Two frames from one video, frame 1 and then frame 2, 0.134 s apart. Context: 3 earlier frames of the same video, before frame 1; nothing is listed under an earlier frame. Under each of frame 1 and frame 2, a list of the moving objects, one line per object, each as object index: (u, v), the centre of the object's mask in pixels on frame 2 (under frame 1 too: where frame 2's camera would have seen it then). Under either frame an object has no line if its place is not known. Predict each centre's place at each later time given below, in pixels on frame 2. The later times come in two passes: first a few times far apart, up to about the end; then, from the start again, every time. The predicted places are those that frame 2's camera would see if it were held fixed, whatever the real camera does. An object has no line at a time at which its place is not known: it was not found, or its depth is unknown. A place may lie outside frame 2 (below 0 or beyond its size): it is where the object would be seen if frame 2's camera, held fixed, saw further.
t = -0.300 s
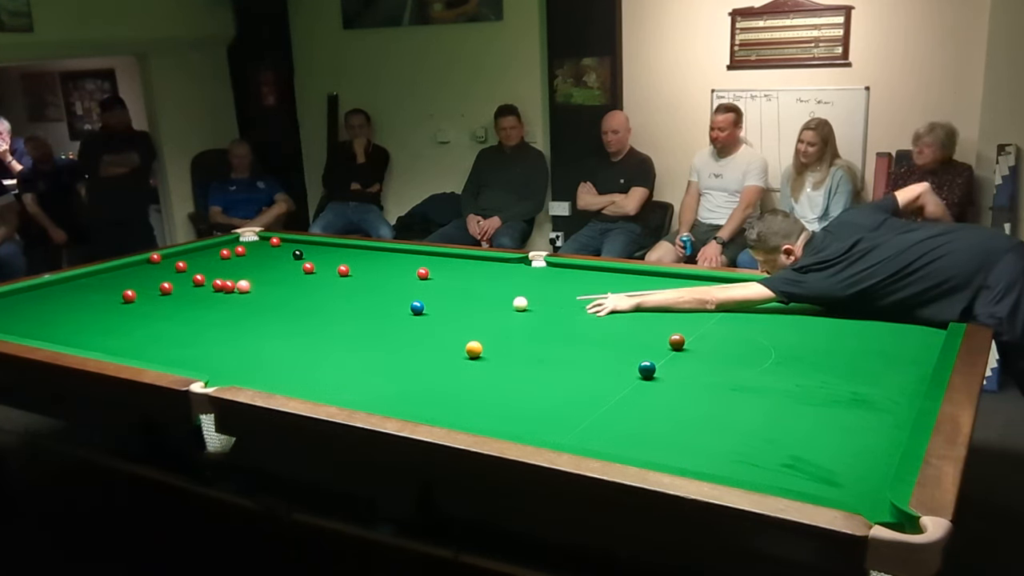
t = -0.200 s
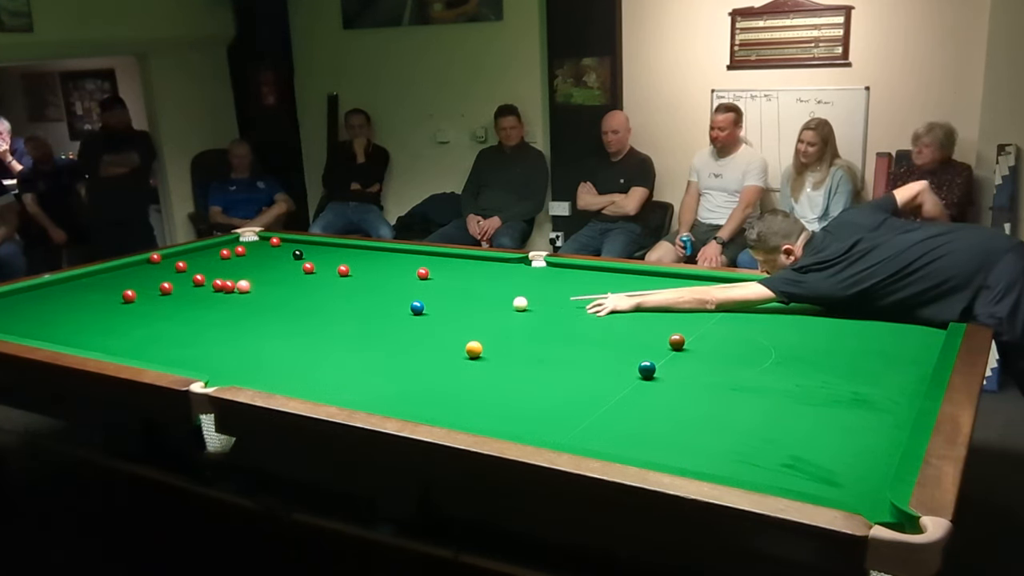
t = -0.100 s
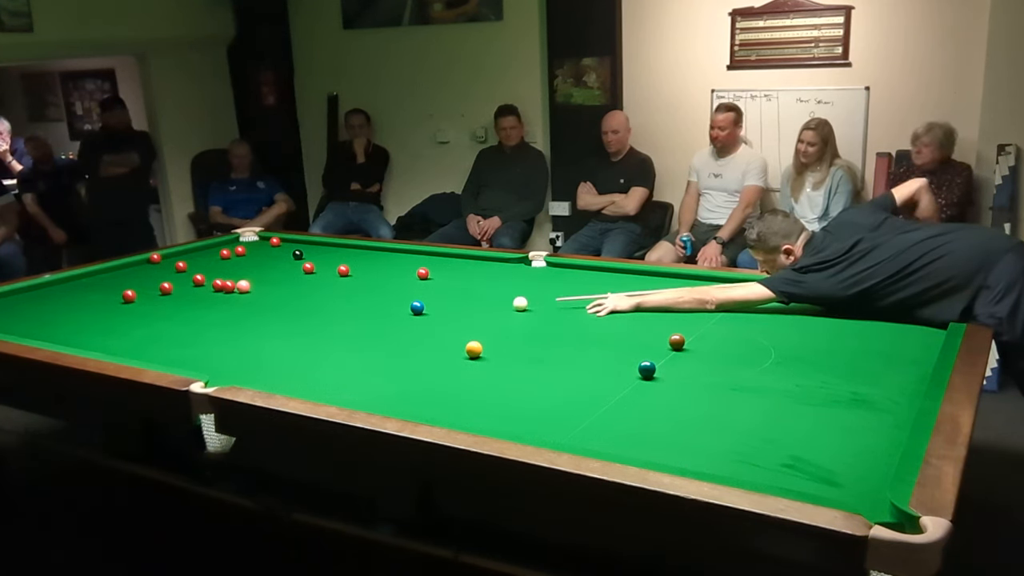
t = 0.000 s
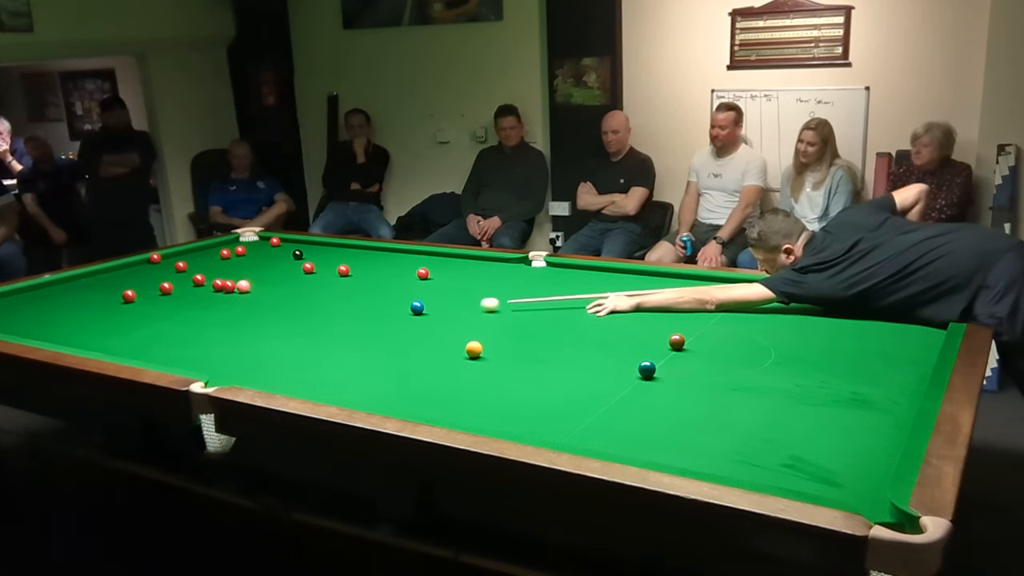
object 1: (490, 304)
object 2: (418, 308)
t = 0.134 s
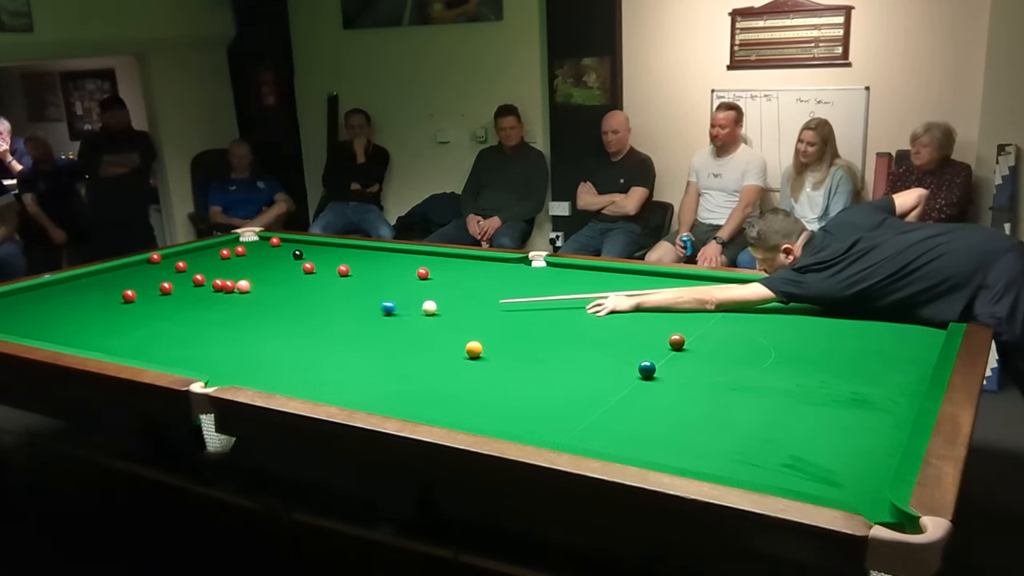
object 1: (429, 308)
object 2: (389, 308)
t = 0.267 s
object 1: (419, 309)
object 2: (312, 310)
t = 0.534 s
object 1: (376, 314)
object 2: (182, 312)
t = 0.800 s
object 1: (330, 318)
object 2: (74, 314)
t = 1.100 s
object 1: (279, 323)
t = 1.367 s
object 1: (234, 327)
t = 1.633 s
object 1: (190, 332)
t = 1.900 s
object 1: (148, 336)
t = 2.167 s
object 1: (107, 340)
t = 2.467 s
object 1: (64, 341)
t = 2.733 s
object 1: (61, 338)
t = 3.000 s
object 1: (60, 334)
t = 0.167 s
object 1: (427, 308)
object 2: (368, 308)
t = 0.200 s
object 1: (425, 308)
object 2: (349, 309)
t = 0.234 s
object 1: (422, 309)
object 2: (330, 309)
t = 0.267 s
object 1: (419, 309)
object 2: (312, 310)
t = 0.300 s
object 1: (415, 310)
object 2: (294, 310)
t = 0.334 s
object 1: (410, 310)
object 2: (277, 310)
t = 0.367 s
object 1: (406, 311)
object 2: (260, 311)
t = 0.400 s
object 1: (400, 312)
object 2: (243, 311)
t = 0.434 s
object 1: (394, 312)
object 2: (227, 311)
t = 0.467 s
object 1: (388, 313)
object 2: (212, 311)
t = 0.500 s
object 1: (382, 313)
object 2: (197, 312)
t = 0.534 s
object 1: (376, 314)
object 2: (182, 312)
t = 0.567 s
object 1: (371, 314)
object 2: (168, 312)
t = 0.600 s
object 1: (365, 315)
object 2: (154, 313)
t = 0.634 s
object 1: (359, 315)
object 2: (141, 313)
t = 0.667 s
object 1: (353, 316)
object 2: (127, 313)
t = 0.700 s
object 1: (347, 317)
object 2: (114, 314)
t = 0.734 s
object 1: (342, 317)
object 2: (101, 314)
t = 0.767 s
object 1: (336, 318)
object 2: (87, 314)
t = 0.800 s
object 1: (330, 318)
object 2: (74, 314)
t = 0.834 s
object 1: (324, 319)
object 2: (61, 314)
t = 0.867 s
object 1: (319, 319)
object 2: (47, 314)
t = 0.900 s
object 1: (313, 320)
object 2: (35, 315)
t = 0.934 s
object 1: (307, 320)
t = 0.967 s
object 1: (301, 321)
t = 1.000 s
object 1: (296, 321)
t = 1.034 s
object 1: (290, 322)
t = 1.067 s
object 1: (285, 323)
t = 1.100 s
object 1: (279, 323)
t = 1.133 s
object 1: (273, 323)
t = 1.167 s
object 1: (268, 324)
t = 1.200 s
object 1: (262, 325)
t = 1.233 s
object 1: (257, 325)
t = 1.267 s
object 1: (251, 326)
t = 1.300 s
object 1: (245, 326)
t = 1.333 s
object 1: (240, 327)
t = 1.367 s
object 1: (234, 327)
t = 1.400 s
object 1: (229, 328)
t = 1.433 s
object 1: (223, 328)
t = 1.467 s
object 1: (218, 329)
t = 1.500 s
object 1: (212, 329)
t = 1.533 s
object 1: (207, 330)
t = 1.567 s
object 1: (201, 330)
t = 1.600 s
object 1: (196, 331)
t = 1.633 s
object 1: (190, 332)
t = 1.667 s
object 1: (185, 332)
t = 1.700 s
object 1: (179, 333)
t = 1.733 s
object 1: (174, 333)
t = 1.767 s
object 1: (168, 334)
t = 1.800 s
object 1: (164, 334)
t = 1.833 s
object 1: (159, 335)
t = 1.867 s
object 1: (153, 335)
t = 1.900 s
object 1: (148, 336)
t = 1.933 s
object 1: (142, 336)
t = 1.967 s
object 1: (137, 337)
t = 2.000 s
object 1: (132, 337)
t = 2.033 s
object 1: (127, 338)
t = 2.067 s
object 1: (122, 338)
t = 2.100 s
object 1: (117, 339)
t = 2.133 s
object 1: (112, 339)
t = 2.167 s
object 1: (107, 340)
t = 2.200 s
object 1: (102, 340)
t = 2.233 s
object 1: (97, 340)
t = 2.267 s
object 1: (92, 341)
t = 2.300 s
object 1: (87, 341)
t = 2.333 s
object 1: (83, 341)
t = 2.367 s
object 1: (78, 341)
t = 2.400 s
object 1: (73, 341)
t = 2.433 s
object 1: (69, 342)
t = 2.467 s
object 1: (64, 341)
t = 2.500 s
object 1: (61, 341)
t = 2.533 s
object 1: (61, 341)
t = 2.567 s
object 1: (61, 340)
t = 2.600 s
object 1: (61, 340)
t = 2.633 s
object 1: (61, 339)
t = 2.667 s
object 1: (61, 339)
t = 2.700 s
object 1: (61, 338)
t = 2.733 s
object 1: (61, 338)
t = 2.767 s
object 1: (61, 337)
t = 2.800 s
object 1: (61, 337)
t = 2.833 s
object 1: (61, 337)
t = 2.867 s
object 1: (61, 336)
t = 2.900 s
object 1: (60, 336)
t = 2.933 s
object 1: (60, 335)
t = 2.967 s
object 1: (60, 335)
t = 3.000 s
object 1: (60, 334)
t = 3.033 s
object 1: (60, 334)
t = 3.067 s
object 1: (60, 333)
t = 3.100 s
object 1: (60, 332)
